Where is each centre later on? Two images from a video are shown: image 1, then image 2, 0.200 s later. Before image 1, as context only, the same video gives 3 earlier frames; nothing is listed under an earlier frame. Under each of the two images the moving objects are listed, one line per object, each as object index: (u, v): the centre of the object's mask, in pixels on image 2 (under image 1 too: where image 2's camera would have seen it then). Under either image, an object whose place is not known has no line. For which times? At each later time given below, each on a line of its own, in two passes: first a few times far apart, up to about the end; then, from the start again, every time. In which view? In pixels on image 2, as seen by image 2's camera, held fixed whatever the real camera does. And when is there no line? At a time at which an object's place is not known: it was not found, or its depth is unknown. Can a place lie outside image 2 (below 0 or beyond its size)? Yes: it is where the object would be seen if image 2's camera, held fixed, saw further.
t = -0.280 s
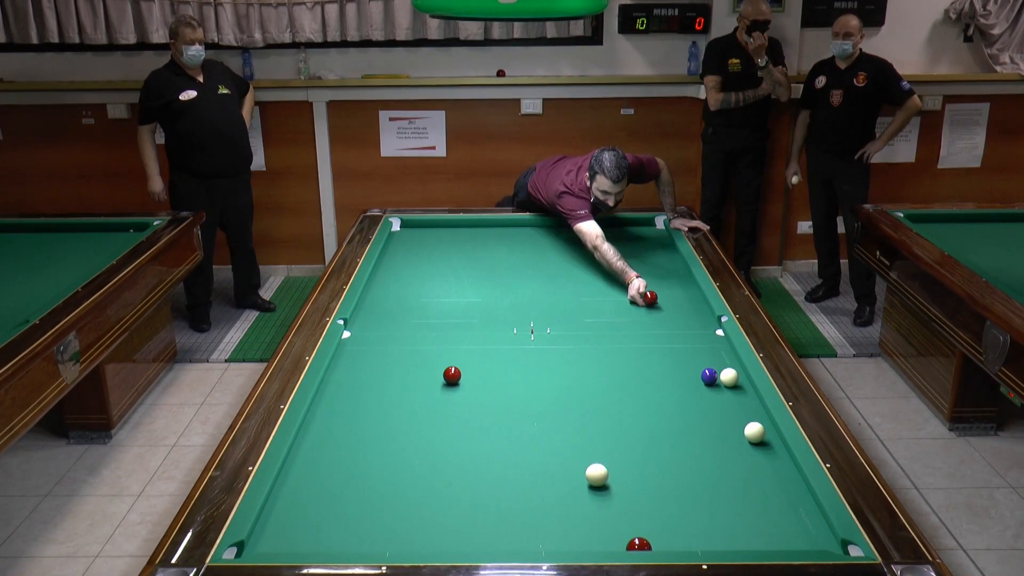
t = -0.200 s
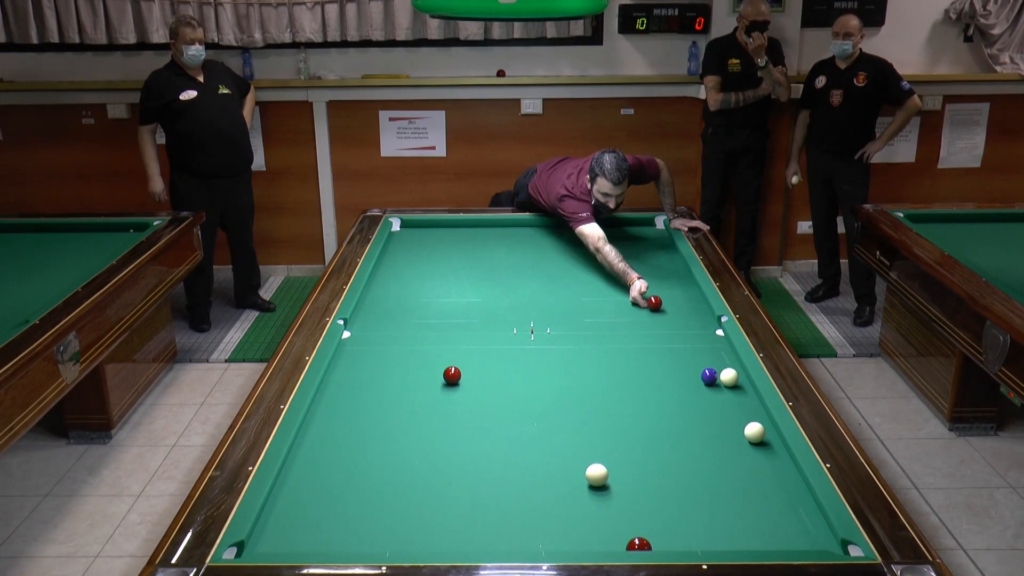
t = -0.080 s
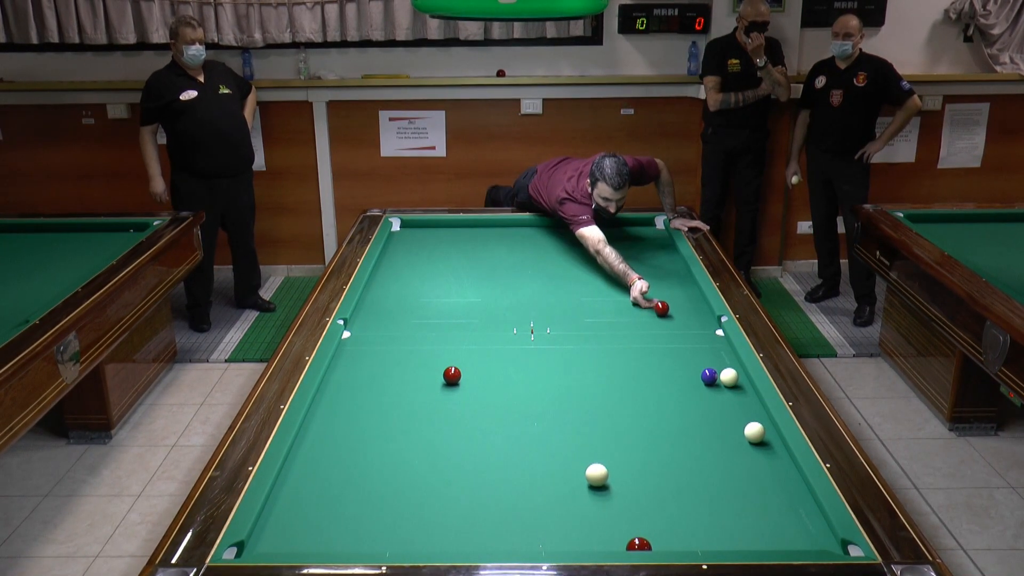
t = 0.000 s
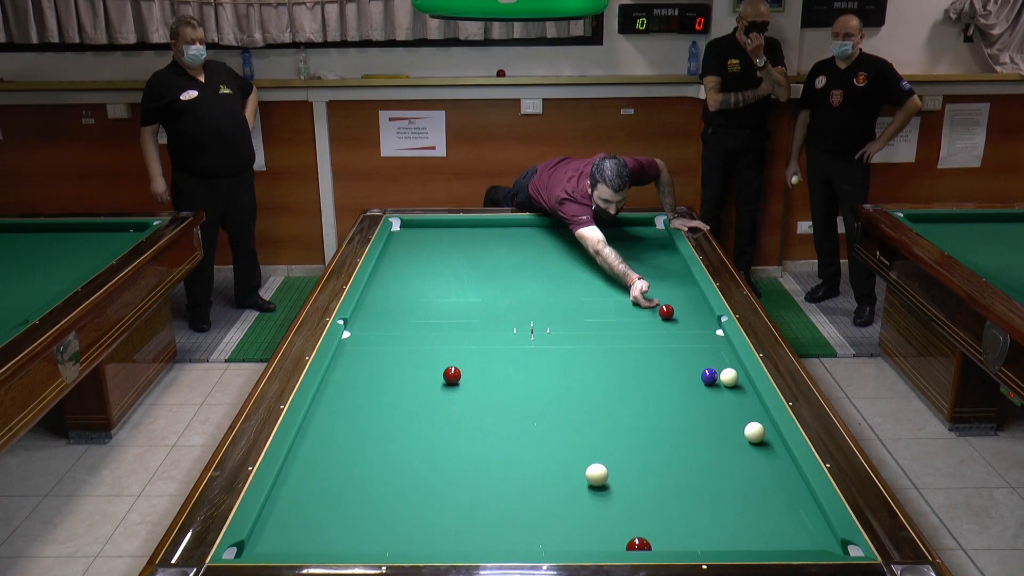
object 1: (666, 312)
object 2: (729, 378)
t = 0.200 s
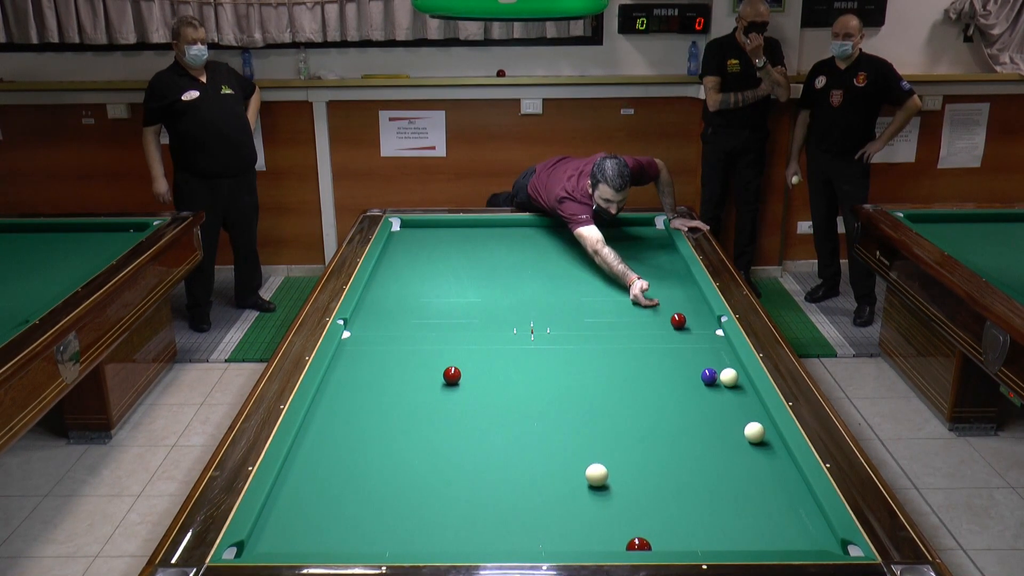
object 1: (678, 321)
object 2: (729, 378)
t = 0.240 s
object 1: (681, 323)
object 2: (729, 378)
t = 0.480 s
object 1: (695, 334)
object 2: (729, 378)
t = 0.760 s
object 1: (713, 347)
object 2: (729, 378)
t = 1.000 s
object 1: (729, 358)
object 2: (729, 378)
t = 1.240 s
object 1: (731, 365)
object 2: (729, 378)
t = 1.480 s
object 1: (732, 370)
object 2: (728, 386)
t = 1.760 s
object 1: (734, 375)
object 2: (727, 394)
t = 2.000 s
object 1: (735, 377)
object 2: (726, 401)
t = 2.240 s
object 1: (736, 379)
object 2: (726, 408)
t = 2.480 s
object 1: (736, 381)
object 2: (725, 415)
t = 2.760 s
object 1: (737, 383)
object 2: (723, 422)
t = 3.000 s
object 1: (737, 384)
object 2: (722, 429)
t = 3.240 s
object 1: (737, 386)
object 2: (721, 435)
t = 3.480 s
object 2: (719, 440)
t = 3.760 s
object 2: (718, 447)
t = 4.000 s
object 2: (717, 452)
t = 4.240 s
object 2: (716, 457)
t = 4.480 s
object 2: (715, 461)
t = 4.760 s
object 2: (714, 466)
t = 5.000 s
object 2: (714, 470)
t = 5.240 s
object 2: (713, 473)
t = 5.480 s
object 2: (713, 475)
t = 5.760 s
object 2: (713, 478)
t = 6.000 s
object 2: (713, 479)
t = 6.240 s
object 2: (713, 480)
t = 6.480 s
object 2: (713, 480)
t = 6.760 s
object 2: (713, 480)
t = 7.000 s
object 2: (713, 480)
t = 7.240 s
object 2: (713, 480)
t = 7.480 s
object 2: (713, 480)
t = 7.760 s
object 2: (713, 480)
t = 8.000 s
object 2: (713, 480)
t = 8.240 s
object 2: (713, 480)
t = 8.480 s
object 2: (713, 480)
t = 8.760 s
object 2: (713, 480)
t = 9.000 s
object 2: (713, 480)
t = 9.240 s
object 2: (713, 480)
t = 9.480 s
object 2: (713, 480)
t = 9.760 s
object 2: (713, 480)
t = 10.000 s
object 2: (713, 480)
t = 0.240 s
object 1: (681, 323)
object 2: (729, 378)
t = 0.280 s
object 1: (683, 324)
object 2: (729, 378)
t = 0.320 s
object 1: (686, 326)
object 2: (729, 378)
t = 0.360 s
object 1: (688, 328)
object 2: (729, 378)
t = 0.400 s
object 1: (691, 330)
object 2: (729, 378)
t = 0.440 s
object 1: (693, 332)
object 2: (729, 378)
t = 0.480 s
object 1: (695, 334)
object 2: (729, 378)
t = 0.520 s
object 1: (698, 336)
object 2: (729, 378)
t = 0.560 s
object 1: (701, 337)
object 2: (729, 378)
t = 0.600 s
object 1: (703, 339)
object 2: (729, 378)
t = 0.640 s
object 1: (706, 341)
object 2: (729, 378)
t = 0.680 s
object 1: (708, 343)
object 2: (729, 378)
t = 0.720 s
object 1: (711, 345)
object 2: (729, 378)
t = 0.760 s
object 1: (713, 347)
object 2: (729, 378)
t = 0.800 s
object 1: (716, 349)
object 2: (729, 378)
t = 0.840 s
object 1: (719, 351)
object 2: (729, 378)
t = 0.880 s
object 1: (721, 353)
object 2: (729, 378)
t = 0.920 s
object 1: (724, 355)
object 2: (729, 378)
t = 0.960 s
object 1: (726, 357)
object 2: (729, 378)
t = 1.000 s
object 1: (729, 358)
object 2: (729, 378)
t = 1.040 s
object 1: (730, 360)
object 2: (729, 378)
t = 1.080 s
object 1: (730, 361)
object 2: (729, 378)
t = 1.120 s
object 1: (730, 362)
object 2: (729, 377)
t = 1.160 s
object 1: (730, 363)
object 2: (729, 378)
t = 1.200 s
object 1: (731, 364)
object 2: (729, 378)
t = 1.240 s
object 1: (731, 365)
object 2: (729, 378)
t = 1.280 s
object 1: (731, 366)
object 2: (729, 379)
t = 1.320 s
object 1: (731, 367)
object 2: (729, 381)
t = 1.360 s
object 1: (732, 368)
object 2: (729, 382)
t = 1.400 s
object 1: (732, 369)
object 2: (729, 383)
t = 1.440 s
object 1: (732, 370)
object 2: (728, 384)
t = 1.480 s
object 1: (732, 370)
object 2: (728, 386)
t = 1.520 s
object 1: (732, 371)
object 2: (728, 387)
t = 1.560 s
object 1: (733, 372)
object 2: (728, 388)
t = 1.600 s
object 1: (733, 372)
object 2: (728, 389)
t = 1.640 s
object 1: (733, 373)
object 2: (728, 390)
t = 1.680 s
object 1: (733, 374)
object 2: (728, 392)
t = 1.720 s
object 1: (733, 375)
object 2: (727, 393)
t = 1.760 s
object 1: (734, 375)
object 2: (727, 394)
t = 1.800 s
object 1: (734, 375)
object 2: (727, 395)
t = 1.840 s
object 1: (734, 376)
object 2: (727, 396)
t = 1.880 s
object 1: (734, 376)
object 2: (727, 398)
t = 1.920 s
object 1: (735, 377)
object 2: (727, 399)
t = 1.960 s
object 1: (735, 377)
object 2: (727, 400)
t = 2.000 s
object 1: (735, 377)
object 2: (726, 401)
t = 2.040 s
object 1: (735, 378)
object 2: (726, 402)
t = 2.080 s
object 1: (735, 378)
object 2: (726, 403)
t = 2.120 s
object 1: (735, 378)
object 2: (726, 405)
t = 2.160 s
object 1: (735, 379)
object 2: (726, 406)
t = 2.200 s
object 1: (736, 379)
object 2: (726, 407)
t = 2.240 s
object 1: (736, 379)
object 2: (726, 408)
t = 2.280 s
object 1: (736, 380)
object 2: (725, 409)
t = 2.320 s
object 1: (736, 380)
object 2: (725, 410)
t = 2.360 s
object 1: (736, 380)
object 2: (725, 411)
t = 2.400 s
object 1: (736, 381)
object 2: (725, 413)
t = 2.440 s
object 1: (736, 381)
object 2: (725, 414)
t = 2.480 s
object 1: (736, 381)
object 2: (725, 415)
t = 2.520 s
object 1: (736, 381)
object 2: (725, 416)
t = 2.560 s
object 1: (737, 382)
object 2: (724, 417)
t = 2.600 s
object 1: (737, 382)
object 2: (724, 418)
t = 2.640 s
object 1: (737, 382)
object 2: (724, 419)
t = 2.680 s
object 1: (737, 383)
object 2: (724, 420)
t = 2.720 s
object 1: (737, 383)
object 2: (724, 422)
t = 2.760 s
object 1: (737, 383)
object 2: (723, 422)
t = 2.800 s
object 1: (737, 383)
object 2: (723, 424)
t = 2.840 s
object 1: (737, 383)
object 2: (723, 425)
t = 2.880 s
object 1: (737, 384)
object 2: (723, 426)
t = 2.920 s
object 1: (737, 384)
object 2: (722, 427)
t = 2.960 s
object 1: (737, 384)
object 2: (722, 428)
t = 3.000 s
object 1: (737, 384)
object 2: (722, 429)
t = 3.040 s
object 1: (737, 385)
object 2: (722, 430)
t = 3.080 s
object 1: (737, 385)
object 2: (721, 431)
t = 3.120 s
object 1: (737, 385)
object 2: (721, 432)
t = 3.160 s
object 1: (737, 385)
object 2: (721, 433)
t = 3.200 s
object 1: (737, 385)
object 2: (721, 434)
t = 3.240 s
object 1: (737, 386)
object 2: (721, 435)
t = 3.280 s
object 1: (738, 386)
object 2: (720, 436)
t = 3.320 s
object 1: (738, 386)
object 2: (720, 437)
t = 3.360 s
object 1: (738, 386)
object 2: (720, 438)
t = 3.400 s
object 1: (738, 386)
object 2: (720, 439)
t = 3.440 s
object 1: (738, 386)
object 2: (720, 439)
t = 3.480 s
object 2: (719, 440)
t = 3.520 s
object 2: (719, 441)
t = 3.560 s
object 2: (719, 442)
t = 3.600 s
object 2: (719, 443)
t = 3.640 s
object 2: (719, 444)
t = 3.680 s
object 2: (718, 445)
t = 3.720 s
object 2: (718, 446)
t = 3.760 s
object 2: (718, 447)
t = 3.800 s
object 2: (718, 448)
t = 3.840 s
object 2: (718, 448)
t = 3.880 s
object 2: (718, 449)
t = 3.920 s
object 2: (717, 450)
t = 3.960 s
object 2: (717, 451)
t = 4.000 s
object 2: (717, 452)
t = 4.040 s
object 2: (717, 453)
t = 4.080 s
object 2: (717, 454)
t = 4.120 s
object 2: (717, 454)
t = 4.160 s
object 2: (716, 455)
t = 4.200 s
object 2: (716, 456)
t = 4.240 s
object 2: (716, 457)
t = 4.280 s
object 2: (716, 458)
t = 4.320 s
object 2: (716, 458)
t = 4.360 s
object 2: (716, 459)
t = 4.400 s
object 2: (716, 460)
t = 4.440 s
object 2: (715, 461)
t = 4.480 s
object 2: (715, 461)
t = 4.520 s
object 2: (715, 462)
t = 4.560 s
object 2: (715, 463)
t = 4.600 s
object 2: (715, 463)
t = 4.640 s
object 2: (715, 464)
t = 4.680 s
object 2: (715, 465)
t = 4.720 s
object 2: (714, 465)
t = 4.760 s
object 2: (714, 466)
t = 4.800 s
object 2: (714, 467)
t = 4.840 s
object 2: (714, 467)
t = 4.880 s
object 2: (714, 468)
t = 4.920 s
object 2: (714, 468)
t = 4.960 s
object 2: (714, 469)
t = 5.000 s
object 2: (714, 470)
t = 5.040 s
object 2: (713, 470)
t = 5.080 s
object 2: (713, 471)
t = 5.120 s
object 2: (713, 471)
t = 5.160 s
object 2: (713, 472)
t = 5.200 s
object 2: (713, 472)
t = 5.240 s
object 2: (713, 473)
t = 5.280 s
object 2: (713, 473)
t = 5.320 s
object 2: (713, 474)
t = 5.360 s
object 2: (713, 474)
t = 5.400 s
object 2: (713, 475)
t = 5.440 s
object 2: (713, 475)
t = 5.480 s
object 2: (713, 475)
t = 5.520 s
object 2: (713, 476)
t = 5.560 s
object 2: (713, 476)
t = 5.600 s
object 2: (713, 476)
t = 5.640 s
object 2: (713, 477)
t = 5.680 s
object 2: (713, 477)
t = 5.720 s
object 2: (713, 477)
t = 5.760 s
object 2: (713, 478)
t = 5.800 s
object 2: (713, 478)
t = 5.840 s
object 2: (713, 478)
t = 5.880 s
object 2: (713, 478)
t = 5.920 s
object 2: (713, 479)
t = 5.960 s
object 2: (713, 479)
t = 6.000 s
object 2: (713, 479)
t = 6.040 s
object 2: (713, 479)
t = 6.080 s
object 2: (713, 479)
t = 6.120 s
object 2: (713, 479)
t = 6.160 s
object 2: (713, 480)
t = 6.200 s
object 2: (713, 480)
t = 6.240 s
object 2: (713, 480)
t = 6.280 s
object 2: (713, 480)
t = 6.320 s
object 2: (713, 480)
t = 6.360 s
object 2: (713, 480)
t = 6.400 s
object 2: (713, 480)
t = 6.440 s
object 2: (713, 480)
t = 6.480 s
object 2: (713, 480)
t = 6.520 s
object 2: (713, 480)
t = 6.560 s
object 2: (713, 480)
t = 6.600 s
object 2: (713, 480)
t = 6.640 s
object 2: (713, 480)
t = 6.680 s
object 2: (713, 480)
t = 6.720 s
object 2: (713, 480)
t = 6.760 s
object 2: (713, 480)
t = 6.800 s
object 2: (713, 480)
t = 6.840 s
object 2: (713, 480)
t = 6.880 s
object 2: (713, 480)
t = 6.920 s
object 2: (713, 480)
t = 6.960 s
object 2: (713, 480)
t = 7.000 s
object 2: (713, 480)
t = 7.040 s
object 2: (713, 480)
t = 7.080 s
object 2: (713, 480)
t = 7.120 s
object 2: (713, 480)
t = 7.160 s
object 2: (713, 480)
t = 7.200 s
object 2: (713, 480)
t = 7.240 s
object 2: (713, 480)
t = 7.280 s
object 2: (713, 480)
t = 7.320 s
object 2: (713, 480)
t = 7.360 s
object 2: (713, 480)
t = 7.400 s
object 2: (713, 480)
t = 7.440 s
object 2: (713, 480)
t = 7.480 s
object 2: (713, 480)
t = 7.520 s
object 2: (713, 480)
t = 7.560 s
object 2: (713, 480)
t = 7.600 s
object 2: (713, 480)
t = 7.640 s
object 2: (713, 480)
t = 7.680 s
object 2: (713, 480)
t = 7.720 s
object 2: (713, 480)
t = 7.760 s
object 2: (713, 480)
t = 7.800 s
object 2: (713, 480)
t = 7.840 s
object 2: (713, 480)
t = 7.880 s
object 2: (713, 480)
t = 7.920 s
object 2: (713, 480)
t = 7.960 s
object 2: (713, 480)
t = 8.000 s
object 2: (713, 480)
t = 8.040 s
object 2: (713, 480)
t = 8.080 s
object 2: (713, 480)
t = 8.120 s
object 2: (713, 480)
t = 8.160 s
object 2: (713, 480)
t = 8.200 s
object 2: (713, 480)
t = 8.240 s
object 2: (713, 480)
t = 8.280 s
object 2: (713, 480)
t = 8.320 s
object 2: (713, 480)
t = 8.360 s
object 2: (713, 480)
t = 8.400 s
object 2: (713, 480)
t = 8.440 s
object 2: (713, 480)
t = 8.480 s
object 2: (713, 480)
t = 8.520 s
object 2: (713, 480)
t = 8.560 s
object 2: (713, 480)
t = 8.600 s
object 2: (713, 480)
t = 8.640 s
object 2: (713, 480)
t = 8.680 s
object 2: (713, 480)
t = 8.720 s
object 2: (713, 480)
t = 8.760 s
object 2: (713, 480)
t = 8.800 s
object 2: (713, 480)
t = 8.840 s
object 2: (713, 480)
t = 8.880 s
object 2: (713, 480)
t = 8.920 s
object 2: (713, 480)
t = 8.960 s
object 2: (713, 480)
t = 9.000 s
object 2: (713, 480)
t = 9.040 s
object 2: (713, 480)
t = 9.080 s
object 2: (713, 480)
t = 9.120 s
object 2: (713, 480)
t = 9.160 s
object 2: (713, 480)
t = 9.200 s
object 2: (713, 480)
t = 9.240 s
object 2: (713, 480)
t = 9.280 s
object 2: (713, 480)
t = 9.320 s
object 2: (713, 480)
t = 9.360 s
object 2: (713, 480)
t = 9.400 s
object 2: (713, 480)
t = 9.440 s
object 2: (713, 480)
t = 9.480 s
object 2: (713, 480)
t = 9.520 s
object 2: (713, 480)
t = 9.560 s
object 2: (713, 480)
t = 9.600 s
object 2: (713, 480)
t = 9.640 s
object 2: (713, 480)
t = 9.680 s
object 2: (713, 480)
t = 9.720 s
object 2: (713, 480)
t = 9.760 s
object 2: (713, 480)
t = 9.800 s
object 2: (713, 480)
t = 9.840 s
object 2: (713, 480)
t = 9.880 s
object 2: (713, 480)
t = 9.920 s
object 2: (713, 480)
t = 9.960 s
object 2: (713, 480)
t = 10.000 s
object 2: (713, 480)
